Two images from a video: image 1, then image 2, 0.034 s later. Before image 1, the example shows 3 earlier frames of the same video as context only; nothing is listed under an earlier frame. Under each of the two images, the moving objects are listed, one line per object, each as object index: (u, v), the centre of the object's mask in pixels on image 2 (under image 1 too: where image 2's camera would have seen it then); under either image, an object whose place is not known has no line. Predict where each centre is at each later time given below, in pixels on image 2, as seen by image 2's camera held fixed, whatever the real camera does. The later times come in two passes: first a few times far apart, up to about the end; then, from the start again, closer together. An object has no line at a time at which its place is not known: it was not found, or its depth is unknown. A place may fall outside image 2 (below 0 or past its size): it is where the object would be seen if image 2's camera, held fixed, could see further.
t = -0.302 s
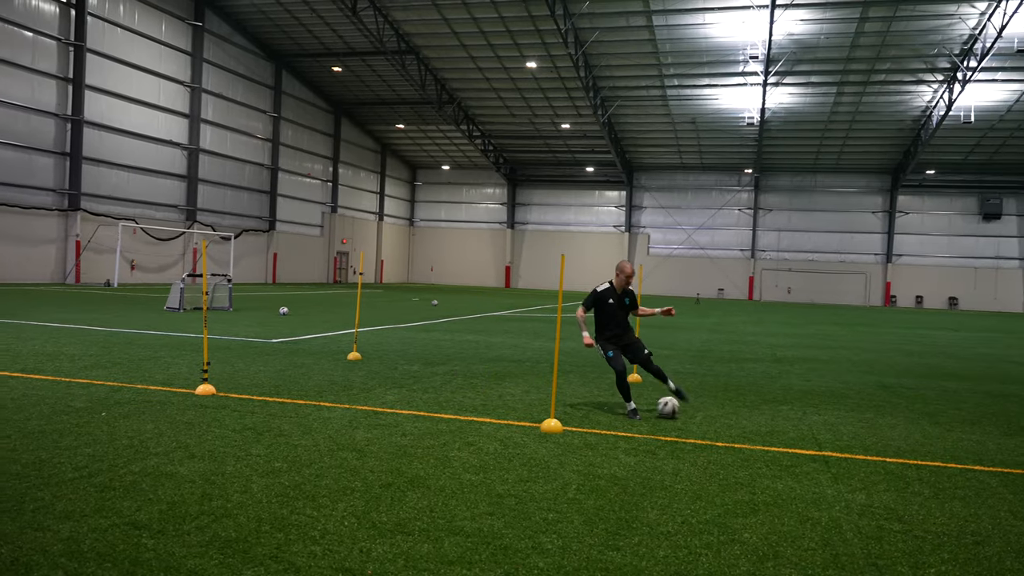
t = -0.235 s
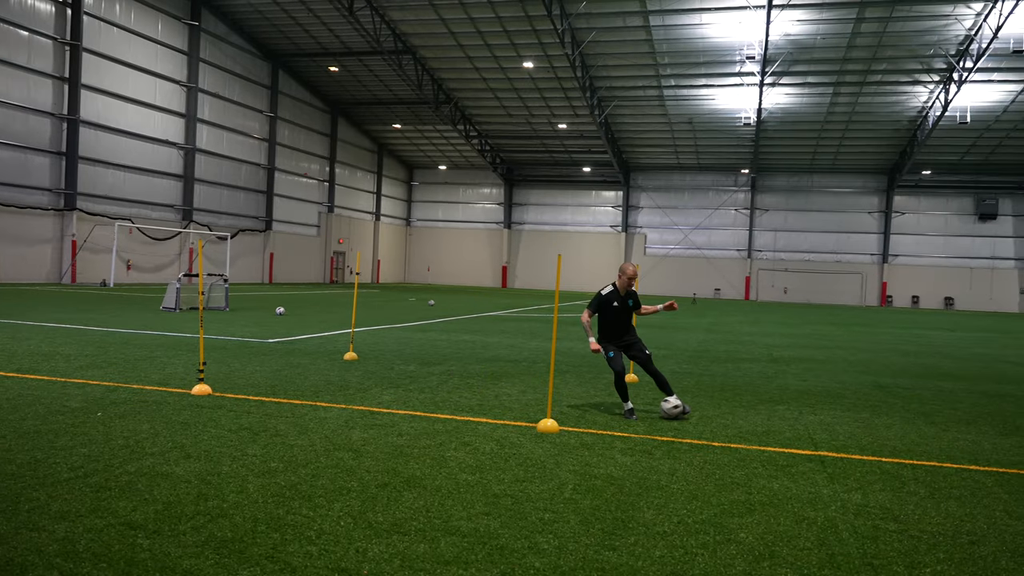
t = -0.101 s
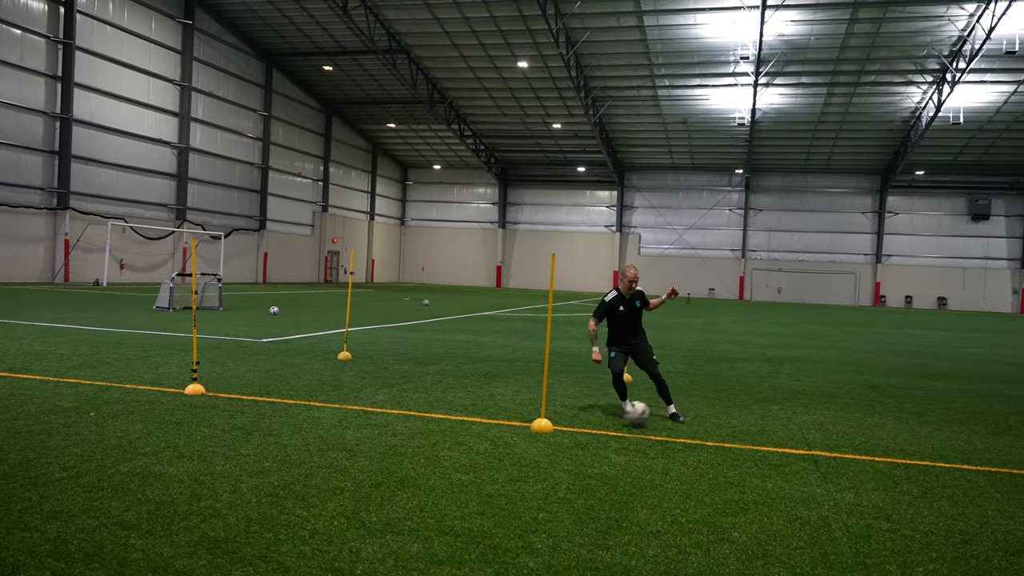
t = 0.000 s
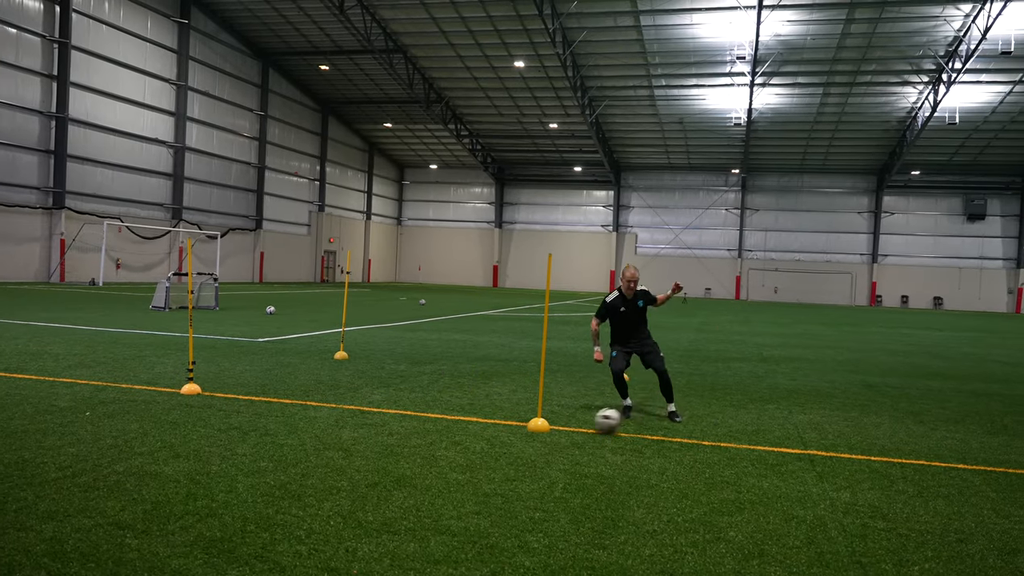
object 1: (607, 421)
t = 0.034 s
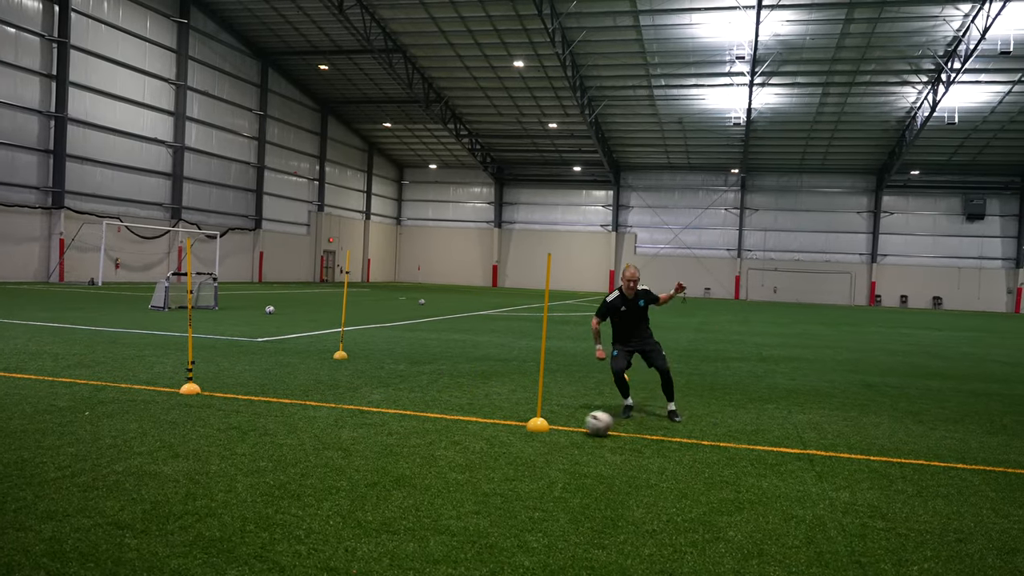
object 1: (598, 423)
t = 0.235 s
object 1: (544, 439)
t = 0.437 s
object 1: (481, 457)
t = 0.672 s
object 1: (397, 481)
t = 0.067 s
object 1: (589, 426)
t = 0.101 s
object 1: (581, 428)
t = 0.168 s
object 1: (562, 433)
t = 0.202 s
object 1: (553, 436)
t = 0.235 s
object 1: (544, 439)
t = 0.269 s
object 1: (534, 442)
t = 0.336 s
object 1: (513, 448)
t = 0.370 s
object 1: (503, 451)
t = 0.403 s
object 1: (491, 454)
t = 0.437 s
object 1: (481, 457)
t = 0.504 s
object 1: (459, 462)
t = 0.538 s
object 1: (447, 465)
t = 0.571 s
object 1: (436, 470)
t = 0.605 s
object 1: (423, 473)
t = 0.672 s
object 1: (397, 481)
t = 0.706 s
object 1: (385, 484)
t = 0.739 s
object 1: (373, 487)
